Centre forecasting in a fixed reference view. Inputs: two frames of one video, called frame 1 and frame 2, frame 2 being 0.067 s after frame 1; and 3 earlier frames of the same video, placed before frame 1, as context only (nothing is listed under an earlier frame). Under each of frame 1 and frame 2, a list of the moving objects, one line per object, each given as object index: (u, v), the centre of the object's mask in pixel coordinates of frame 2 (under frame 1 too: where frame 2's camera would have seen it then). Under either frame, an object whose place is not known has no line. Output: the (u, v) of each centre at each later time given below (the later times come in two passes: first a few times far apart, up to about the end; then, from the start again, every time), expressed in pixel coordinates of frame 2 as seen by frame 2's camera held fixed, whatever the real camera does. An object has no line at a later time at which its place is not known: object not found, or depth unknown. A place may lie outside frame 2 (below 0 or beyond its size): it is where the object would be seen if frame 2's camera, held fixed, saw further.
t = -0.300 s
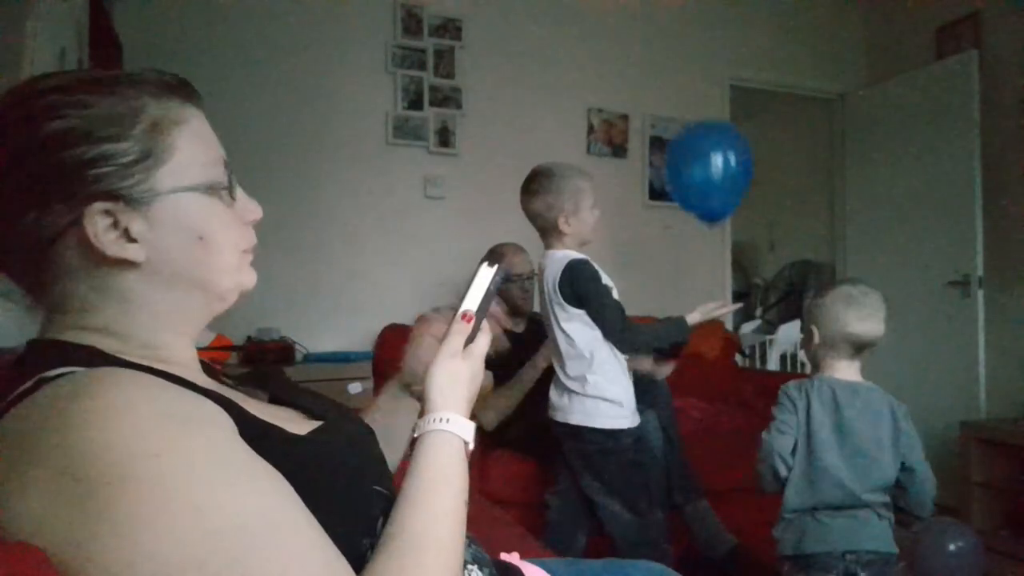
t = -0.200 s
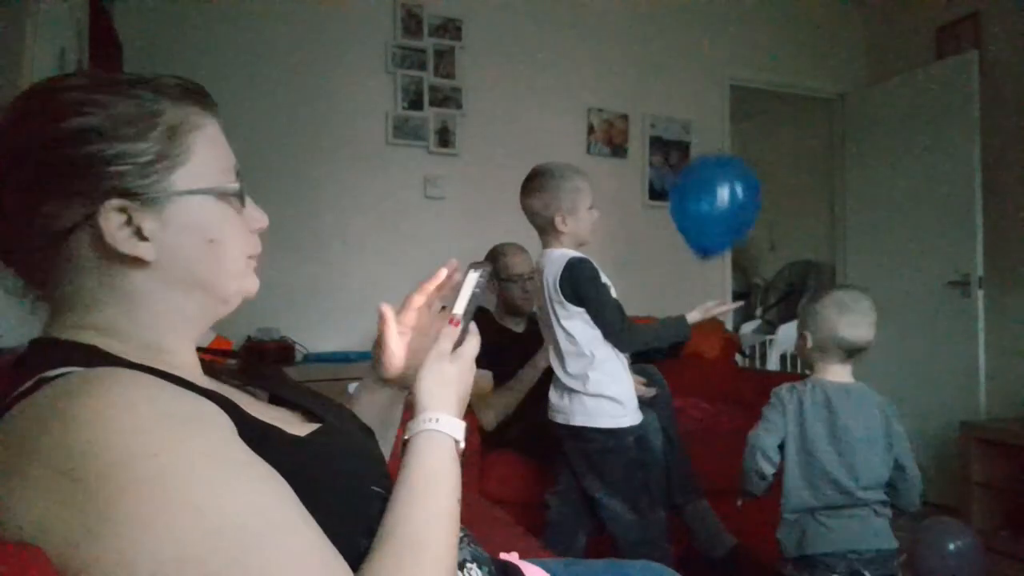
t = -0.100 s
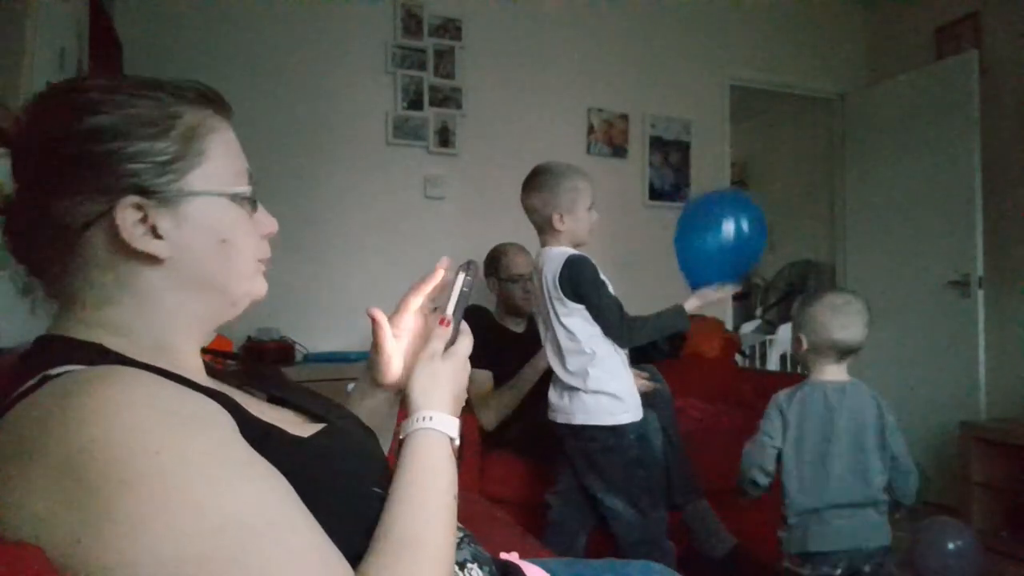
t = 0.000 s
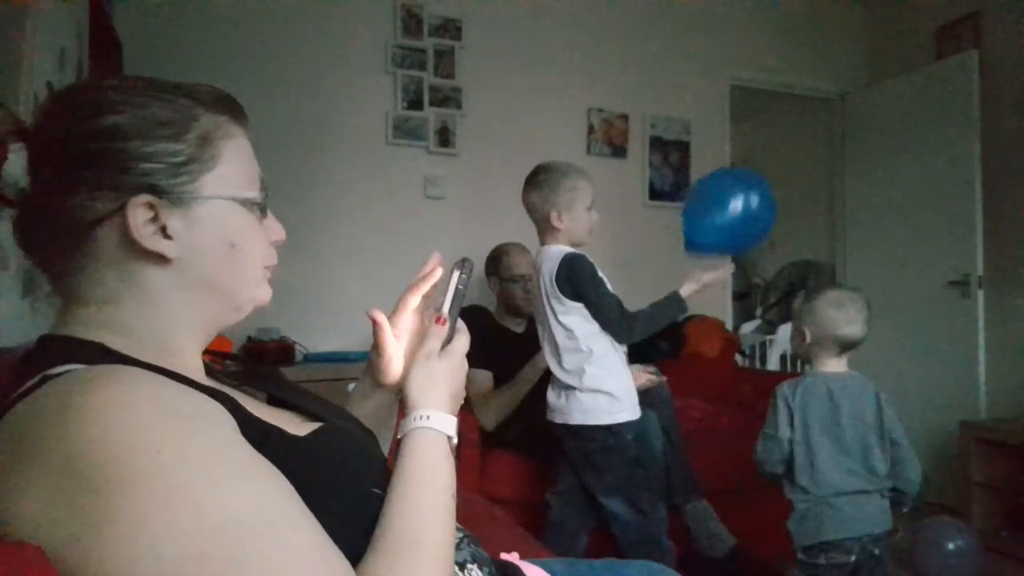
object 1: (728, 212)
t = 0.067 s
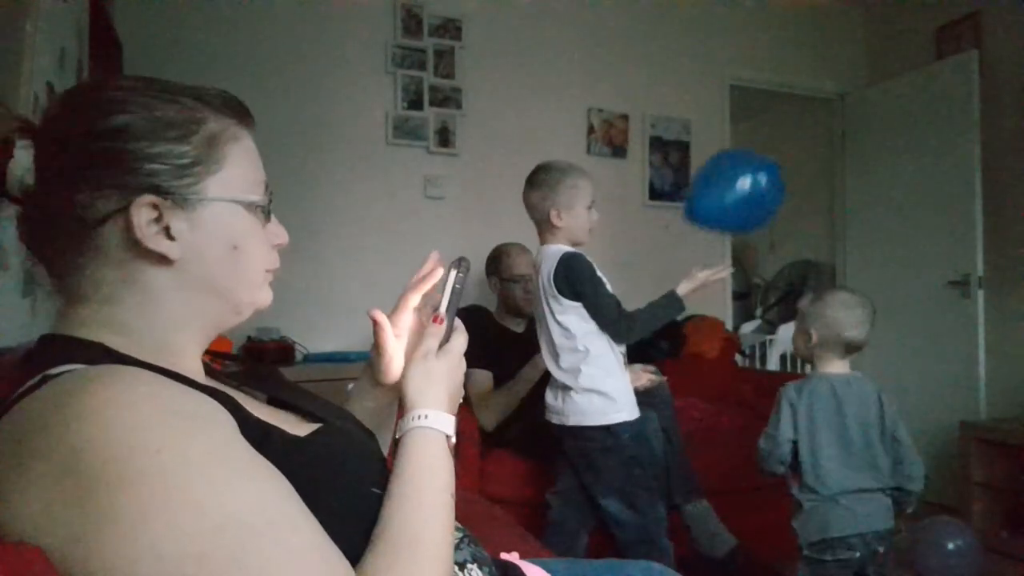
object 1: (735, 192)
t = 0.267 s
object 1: (755, 147)
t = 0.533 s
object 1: (779, 123)
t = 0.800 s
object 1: (799, 132)
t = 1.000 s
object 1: (811, 156)
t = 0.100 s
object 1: (740, 183)
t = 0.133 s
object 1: (742, 174)
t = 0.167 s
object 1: (746, 167)
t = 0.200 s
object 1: (749, 160)
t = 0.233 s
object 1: (751, 153)
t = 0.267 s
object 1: (755, 147)
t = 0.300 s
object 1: (758, 143)
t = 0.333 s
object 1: (760, 140)
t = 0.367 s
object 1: (763, 136)
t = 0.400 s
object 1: (767, 131)
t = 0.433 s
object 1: (770, 127)
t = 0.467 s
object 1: (773, 125)
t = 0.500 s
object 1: (775, 124)
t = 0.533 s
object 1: (779, 123)
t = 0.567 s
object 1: (782, 121)
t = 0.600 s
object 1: (785, 121)
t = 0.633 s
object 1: (788, 121)
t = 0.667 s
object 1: (790, 122)
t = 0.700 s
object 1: (791, 123)
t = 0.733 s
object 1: (795, 126)
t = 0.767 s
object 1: (797, 128)
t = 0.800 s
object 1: (799, 132)
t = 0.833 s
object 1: (801, 135)
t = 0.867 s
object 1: (804, 138)
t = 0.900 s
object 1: (805, 142)
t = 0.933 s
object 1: (807, 147)
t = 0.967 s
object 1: (808, 152)
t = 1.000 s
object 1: (811, 156)
